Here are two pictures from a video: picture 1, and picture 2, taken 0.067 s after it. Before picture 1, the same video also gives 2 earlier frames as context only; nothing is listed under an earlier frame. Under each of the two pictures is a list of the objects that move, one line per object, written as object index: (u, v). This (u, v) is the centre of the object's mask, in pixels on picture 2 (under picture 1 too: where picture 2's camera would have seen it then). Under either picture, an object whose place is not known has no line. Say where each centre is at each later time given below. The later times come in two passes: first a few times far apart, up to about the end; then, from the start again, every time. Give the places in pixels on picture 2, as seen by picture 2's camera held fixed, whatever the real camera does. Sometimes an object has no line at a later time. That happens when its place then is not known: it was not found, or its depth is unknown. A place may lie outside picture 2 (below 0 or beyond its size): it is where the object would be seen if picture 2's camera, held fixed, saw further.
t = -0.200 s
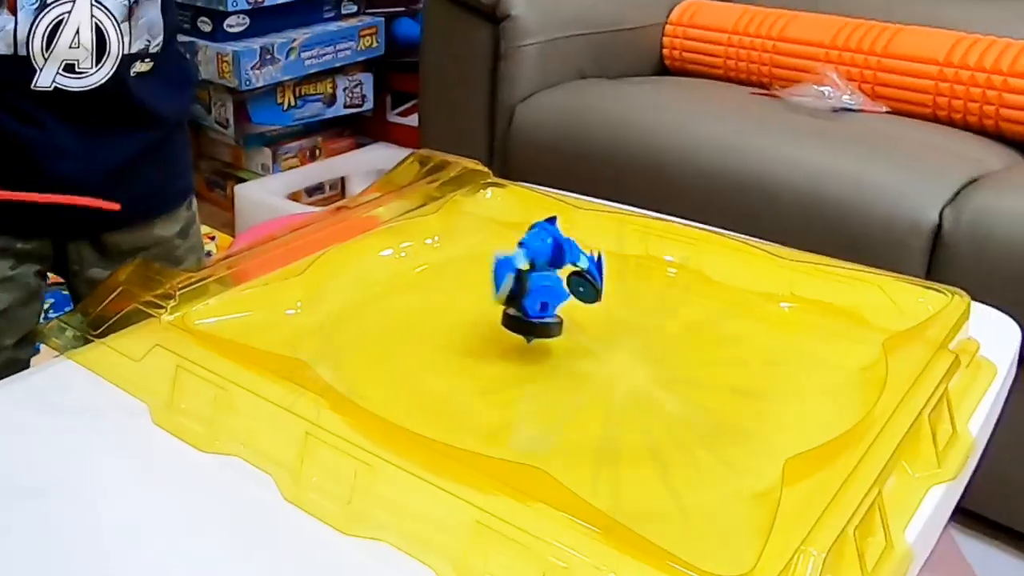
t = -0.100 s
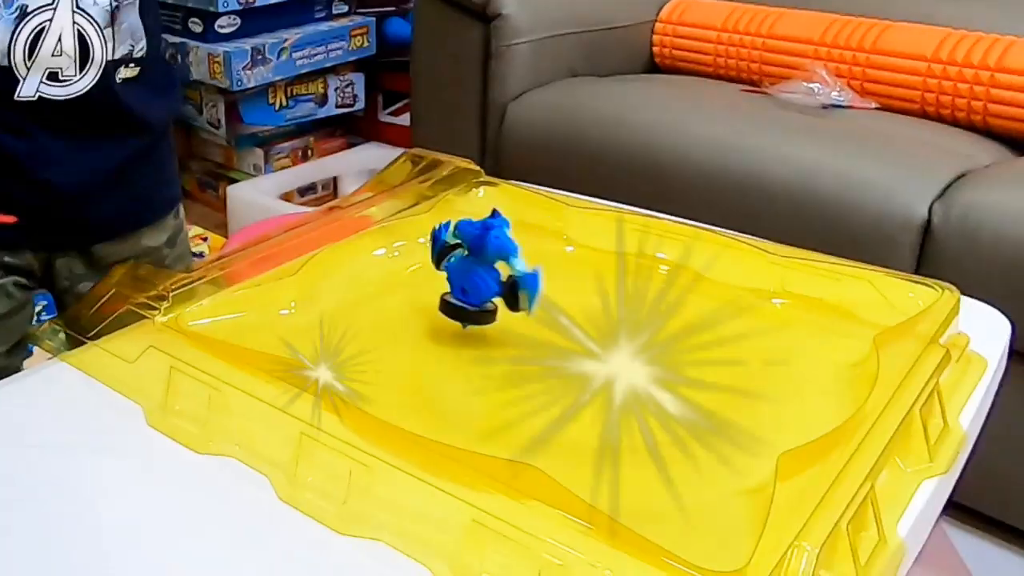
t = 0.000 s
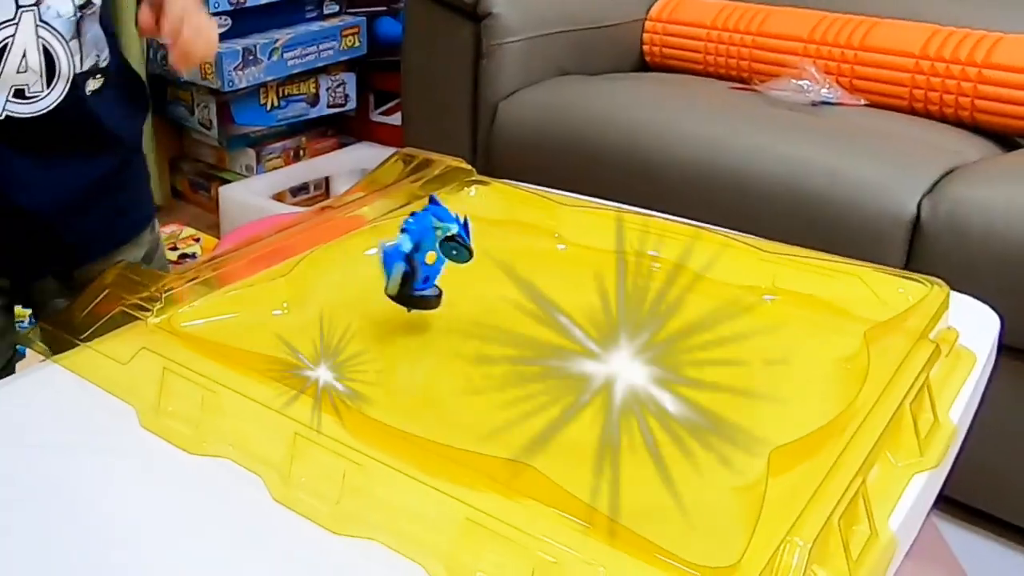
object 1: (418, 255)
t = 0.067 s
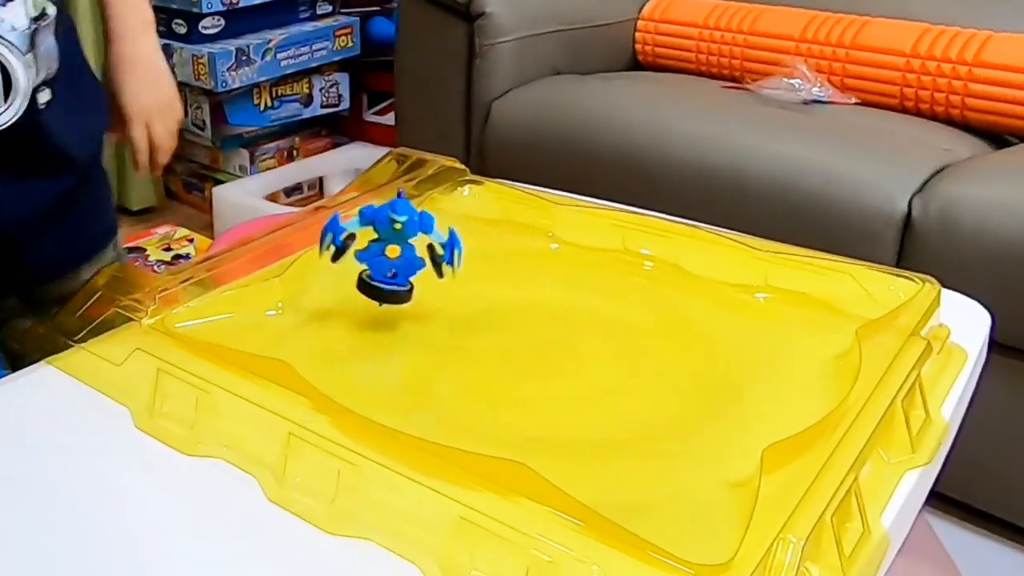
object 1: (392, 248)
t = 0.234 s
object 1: (366, 244)
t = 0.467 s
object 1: (378, 255)
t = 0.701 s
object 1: (485, 276)
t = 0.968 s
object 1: (628, 290)
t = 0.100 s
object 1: (384, 246)
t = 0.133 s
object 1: (378, 247)
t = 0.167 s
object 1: (371, 248)
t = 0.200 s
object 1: (367, 247)
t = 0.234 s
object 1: (366, 244)
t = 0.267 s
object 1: (361, 243)
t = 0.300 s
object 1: (358, 243)
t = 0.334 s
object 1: (367, 246)
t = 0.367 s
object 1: (367, 248)
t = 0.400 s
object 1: (367, 245)
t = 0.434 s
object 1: (374, 252)
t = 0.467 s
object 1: (378, 255)
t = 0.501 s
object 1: (389, 254)
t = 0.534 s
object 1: (403, 254)
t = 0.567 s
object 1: (420, 258)
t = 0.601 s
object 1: (435, 262)
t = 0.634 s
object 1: (450, 268)
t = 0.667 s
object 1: (466, 272)
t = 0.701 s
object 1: (485, 276)
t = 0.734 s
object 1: (506, 276)
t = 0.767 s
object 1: (527, 278)
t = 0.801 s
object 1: (549, 281)
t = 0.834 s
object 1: (568, 285)
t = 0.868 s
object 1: (581, 287)
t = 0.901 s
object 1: (597, 290)
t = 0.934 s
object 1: (610, 295)
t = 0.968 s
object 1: (628, 290)
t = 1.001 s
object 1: (651, 288)
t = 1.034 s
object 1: (676, 288)
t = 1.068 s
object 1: (693, 290)
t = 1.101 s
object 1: (702, 290)
